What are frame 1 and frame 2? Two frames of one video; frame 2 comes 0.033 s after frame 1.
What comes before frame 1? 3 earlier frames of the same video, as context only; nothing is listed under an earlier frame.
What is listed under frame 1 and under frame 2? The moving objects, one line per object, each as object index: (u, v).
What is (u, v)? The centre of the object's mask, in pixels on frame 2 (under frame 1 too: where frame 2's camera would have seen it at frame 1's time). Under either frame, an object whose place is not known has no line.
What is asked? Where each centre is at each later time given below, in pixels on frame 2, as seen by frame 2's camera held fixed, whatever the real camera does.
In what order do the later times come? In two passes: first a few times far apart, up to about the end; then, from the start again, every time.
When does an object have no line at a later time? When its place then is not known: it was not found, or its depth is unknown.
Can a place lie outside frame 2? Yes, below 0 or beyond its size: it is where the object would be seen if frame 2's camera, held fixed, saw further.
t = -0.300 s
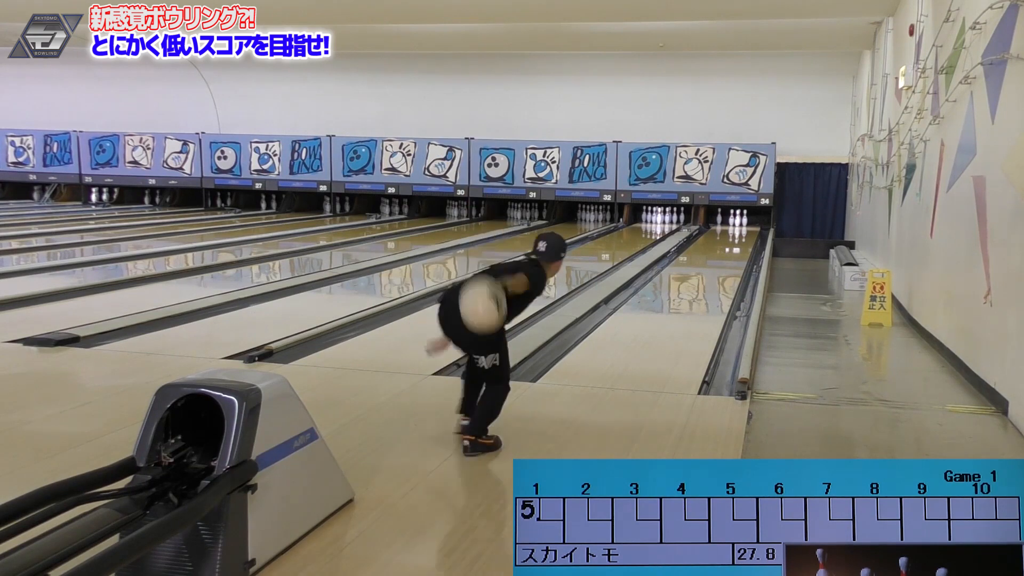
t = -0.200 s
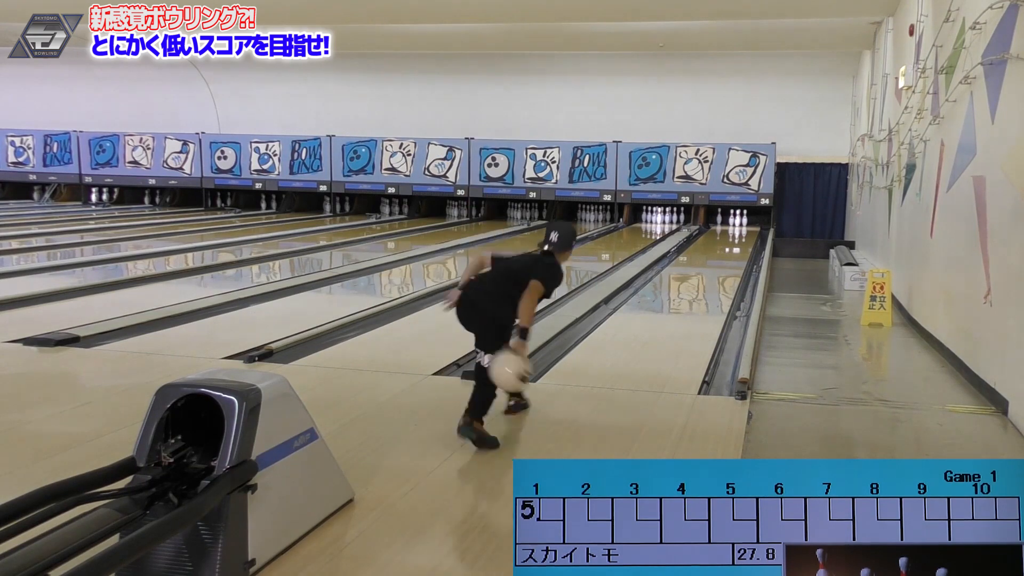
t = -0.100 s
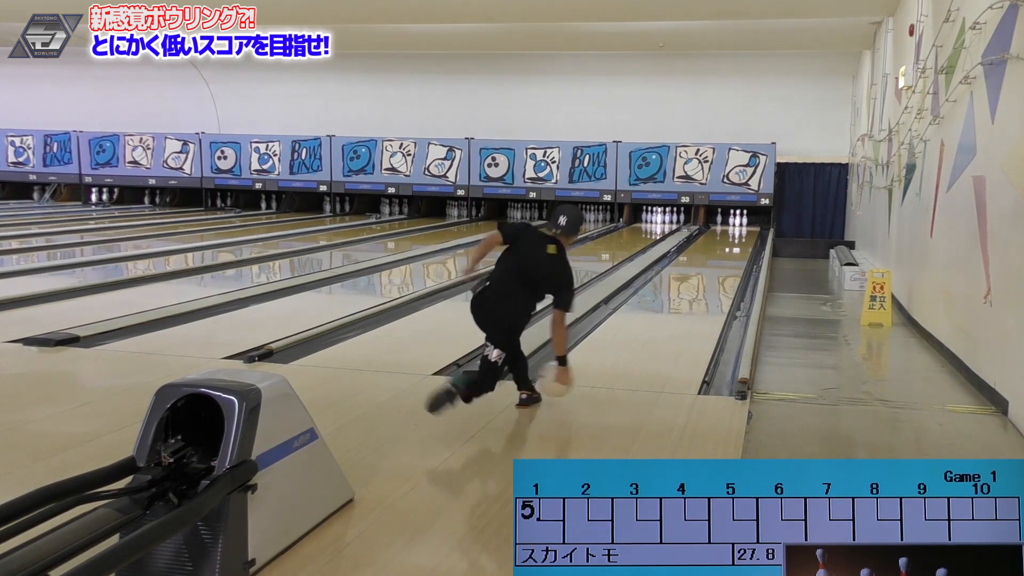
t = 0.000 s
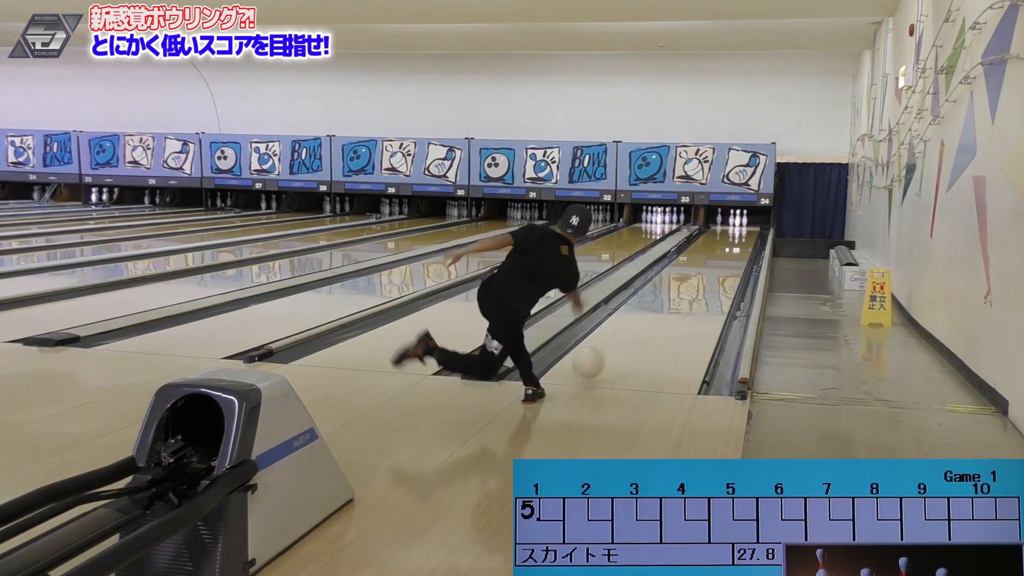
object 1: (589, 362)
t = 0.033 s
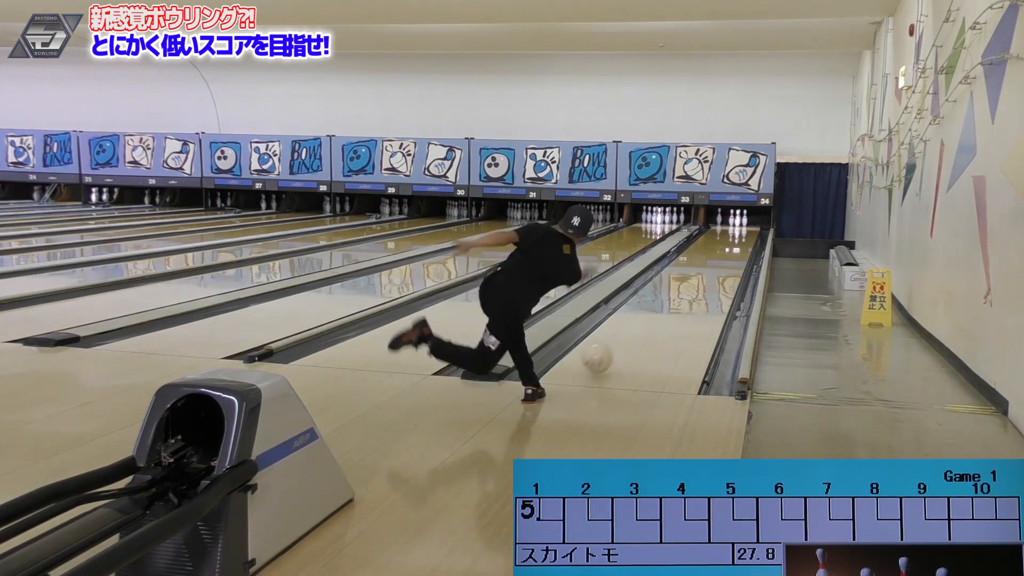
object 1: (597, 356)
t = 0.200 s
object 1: (633, 331)
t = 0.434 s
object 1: (668, 301)
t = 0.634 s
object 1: (690, 284)
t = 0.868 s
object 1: (708, 268)
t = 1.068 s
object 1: (720, 257)
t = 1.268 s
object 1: (731, 248)
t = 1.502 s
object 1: (740, 240)
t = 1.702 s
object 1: (746, 234)
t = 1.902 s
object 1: (751, 230)
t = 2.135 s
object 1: (754, 225)
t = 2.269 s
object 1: (755, 223)
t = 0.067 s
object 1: (605, 354)
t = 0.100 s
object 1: (612, 347)
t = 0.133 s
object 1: (620, 342)
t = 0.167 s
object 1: (627, 336)
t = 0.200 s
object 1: (633, 331)
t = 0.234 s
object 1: (639, 326)
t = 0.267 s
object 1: (645, 321)
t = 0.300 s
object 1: (650, 316)
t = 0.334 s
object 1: (655, 312)
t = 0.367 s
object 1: (660, 308)
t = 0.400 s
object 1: (665, 304)
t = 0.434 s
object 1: (668, 301)
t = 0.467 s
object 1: (672, 298)
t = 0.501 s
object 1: (677, 295)
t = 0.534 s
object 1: (681, 293)
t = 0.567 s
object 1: (684, 289)
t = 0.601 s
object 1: (686, 287)
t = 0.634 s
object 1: (690, 284)
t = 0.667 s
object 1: (693, 282)
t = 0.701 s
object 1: (696, 279)
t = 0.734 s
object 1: (699, 277)
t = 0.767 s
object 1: (701, 274)
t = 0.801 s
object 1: (704, 272)
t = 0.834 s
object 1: (706, 269)
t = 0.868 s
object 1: (708, 268)
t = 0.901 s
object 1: (711, 266)
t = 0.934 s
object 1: (713, 264)
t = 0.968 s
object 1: (715, 262)
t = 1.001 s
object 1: (717, 260)
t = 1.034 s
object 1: (718, 259)
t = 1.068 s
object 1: (720, 257)
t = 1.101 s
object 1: (722, 256)
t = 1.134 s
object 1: (724, 254)
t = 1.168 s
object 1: (725, 253)
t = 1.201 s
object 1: (727, 251)
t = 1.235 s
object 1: (729, 250)
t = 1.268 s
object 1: (731, 248)
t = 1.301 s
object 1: (732, 247)
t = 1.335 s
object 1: (733, 246)
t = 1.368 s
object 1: (734, 244)
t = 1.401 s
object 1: (736, 243)
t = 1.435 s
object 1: (738, 242)
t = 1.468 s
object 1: (739, 241)
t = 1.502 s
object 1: (740, 240)
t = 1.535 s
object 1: (742, 239)
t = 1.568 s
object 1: (742, 238)
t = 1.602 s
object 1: (743, 237)
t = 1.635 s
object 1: (744, 236)
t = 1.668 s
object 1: (745, 235)
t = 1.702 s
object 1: (746, 234)
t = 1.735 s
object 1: (747, 233)
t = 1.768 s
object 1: (748, 233)
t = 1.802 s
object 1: (748, 232)
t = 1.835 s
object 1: (749, 231)
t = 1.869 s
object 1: (750, 230)
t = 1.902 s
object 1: (751, 230)
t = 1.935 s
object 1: (752, 229)
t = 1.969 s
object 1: (752, 228)
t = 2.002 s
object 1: (753, 228)
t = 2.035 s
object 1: (753, 227)
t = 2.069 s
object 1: (753, 226)
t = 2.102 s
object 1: (753, 225)
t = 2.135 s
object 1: (754, 225)
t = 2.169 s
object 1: (754, 224)
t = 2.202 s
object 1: (755, 224)
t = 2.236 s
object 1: (755, 223)
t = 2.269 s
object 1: (755, 223)
